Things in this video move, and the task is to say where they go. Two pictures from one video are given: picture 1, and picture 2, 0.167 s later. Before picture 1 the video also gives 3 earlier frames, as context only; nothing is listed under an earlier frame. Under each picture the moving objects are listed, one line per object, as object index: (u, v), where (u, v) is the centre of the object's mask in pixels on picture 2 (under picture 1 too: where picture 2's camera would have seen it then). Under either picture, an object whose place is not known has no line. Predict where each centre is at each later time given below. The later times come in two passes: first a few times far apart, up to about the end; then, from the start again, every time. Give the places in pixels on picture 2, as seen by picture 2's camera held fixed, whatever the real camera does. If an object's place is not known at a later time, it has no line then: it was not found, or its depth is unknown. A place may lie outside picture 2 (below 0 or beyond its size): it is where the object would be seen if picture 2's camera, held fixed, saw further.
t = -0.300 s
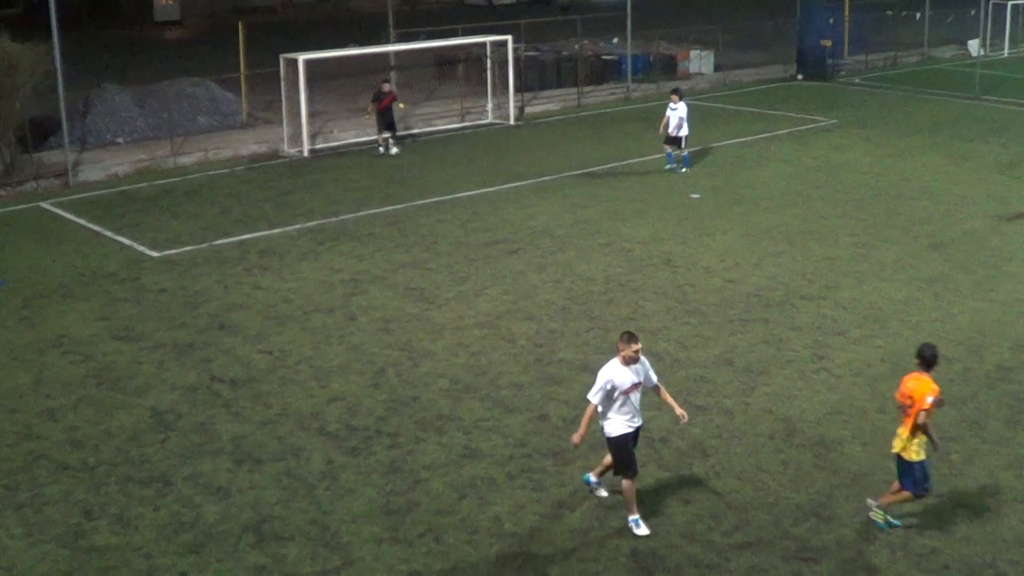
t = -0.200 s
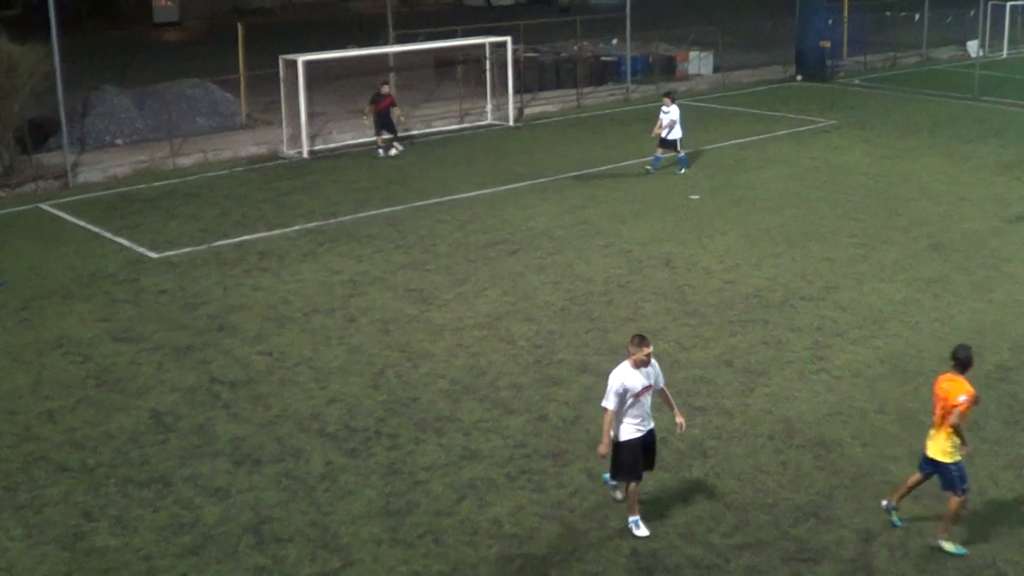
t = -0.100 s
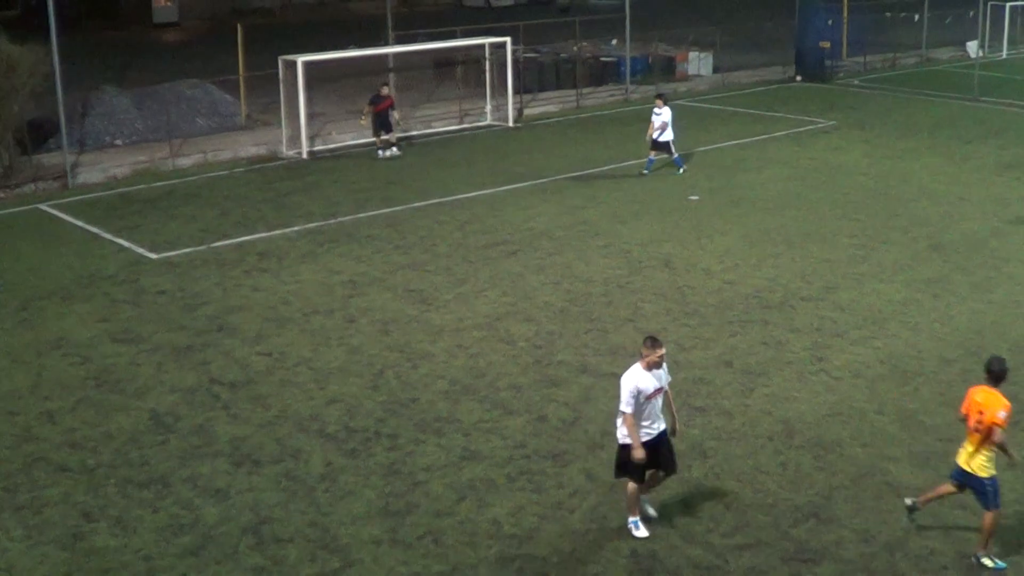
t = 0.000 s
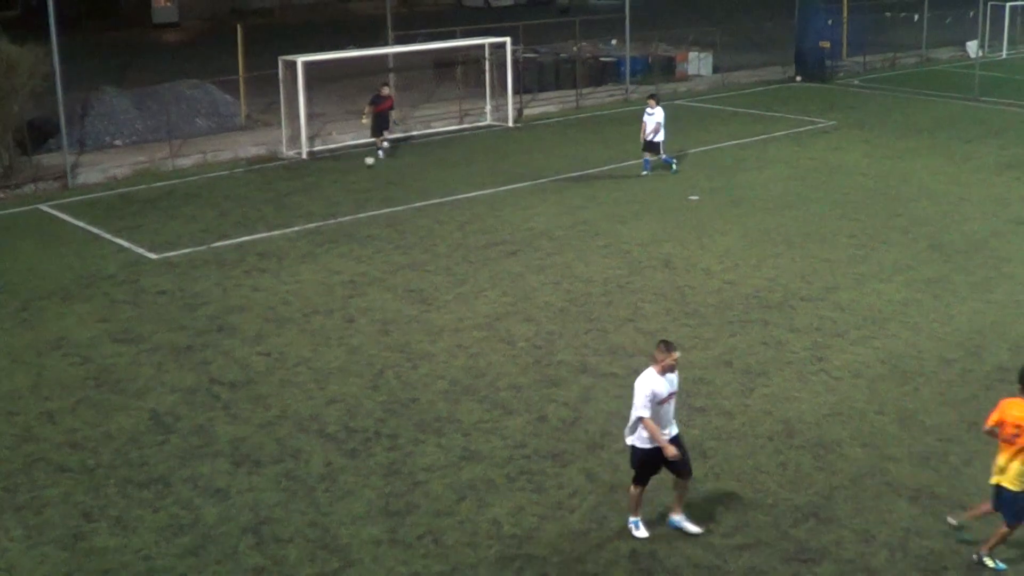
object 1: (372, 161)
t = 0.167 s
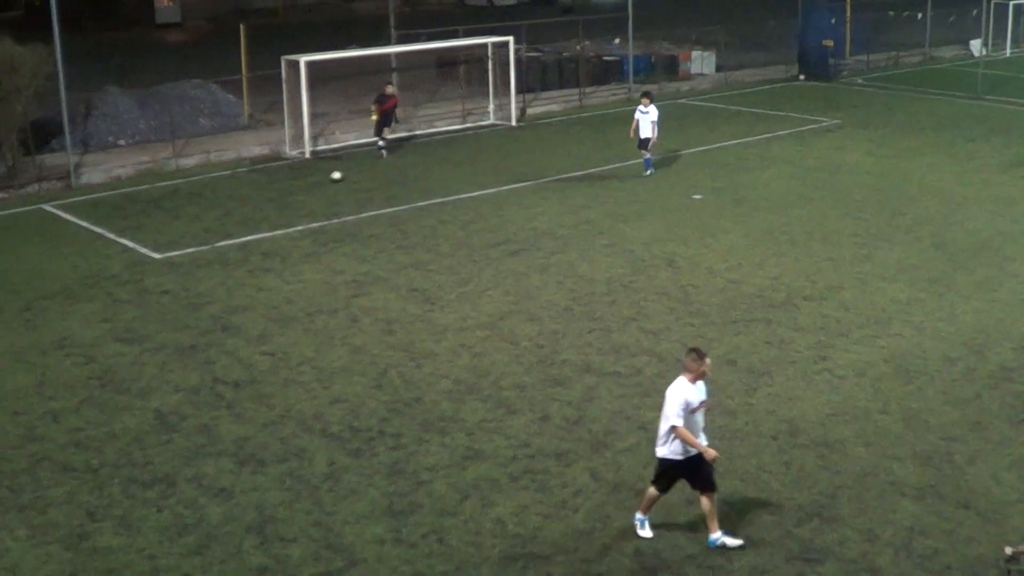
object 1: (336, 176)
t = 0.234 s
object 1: (321, 180)
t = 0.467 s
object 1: (273, 199)
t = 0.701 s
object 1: (229, 217)
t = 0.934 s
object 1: (183, 236)
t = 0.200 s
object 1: (329, 178)
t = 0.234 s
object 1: (321, 180)
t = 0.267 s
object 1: (315, 181)
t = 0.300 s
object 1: (306, 186)
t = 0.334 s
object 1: (300, 191)
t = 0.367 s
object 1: (294, 193)
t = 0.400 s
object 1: (287, 195)
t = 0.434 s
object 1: (281, 197)
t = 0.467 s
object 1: (273, 199)
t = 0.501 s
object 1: (267, 203)
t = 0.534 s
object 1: (262, 206)
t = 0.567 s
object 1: (255, 207)
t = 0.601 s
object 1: (248, 209)
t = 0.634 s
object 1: (244, 212)
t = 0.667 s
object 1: (237, 215)
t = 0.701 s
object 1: (229, 217)
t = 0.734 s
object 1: (223, 219)
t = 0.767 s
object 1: (219, 221)
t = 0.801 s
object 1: (210, 224)
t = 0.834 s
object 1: (204, 225)
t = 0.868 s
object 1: (196, 231)
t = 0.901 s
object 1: (191, 234)
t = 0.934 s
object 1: (183, 236)
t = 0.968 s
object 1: (175, 236)
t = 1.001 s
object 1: (168, 240)
